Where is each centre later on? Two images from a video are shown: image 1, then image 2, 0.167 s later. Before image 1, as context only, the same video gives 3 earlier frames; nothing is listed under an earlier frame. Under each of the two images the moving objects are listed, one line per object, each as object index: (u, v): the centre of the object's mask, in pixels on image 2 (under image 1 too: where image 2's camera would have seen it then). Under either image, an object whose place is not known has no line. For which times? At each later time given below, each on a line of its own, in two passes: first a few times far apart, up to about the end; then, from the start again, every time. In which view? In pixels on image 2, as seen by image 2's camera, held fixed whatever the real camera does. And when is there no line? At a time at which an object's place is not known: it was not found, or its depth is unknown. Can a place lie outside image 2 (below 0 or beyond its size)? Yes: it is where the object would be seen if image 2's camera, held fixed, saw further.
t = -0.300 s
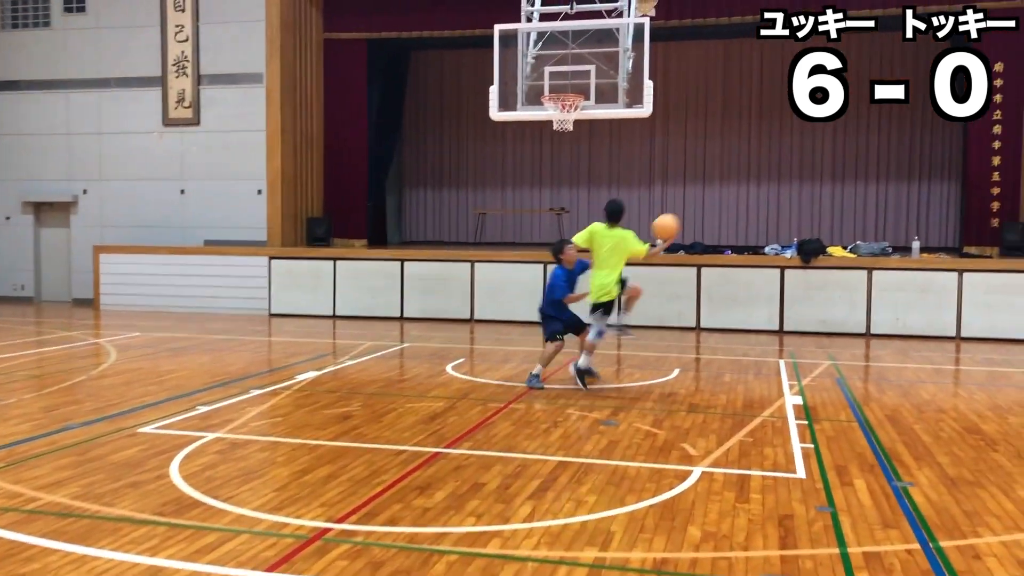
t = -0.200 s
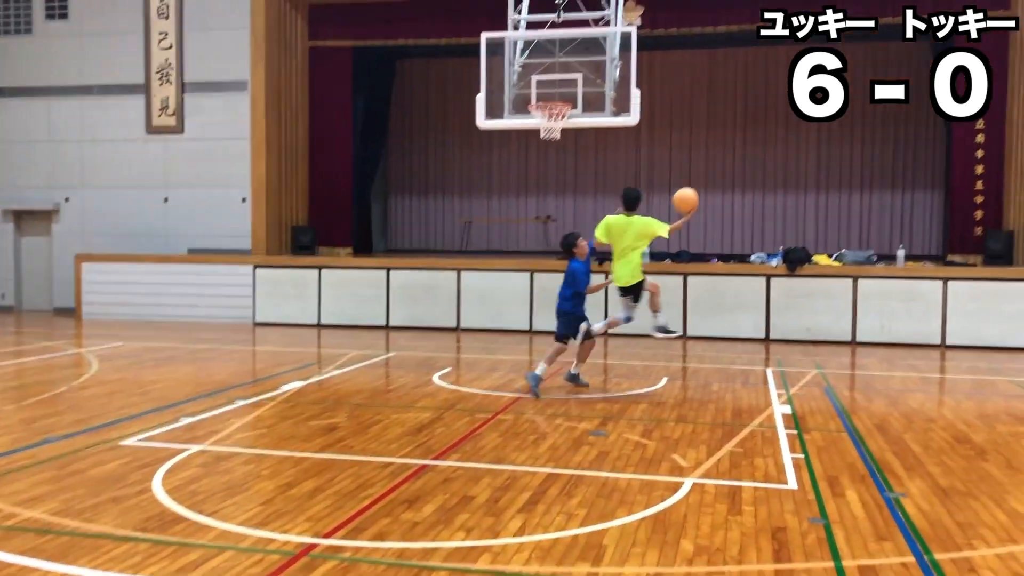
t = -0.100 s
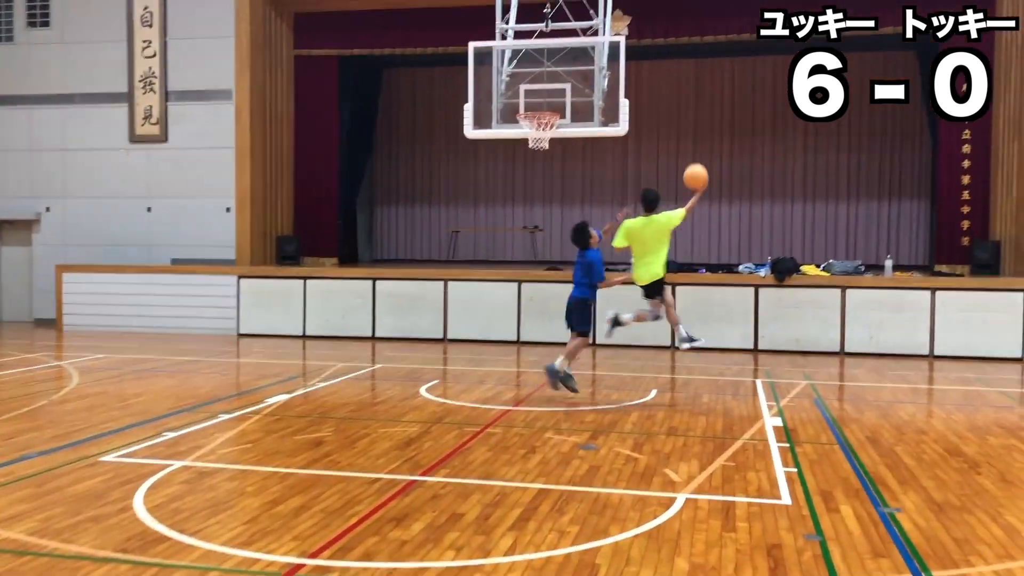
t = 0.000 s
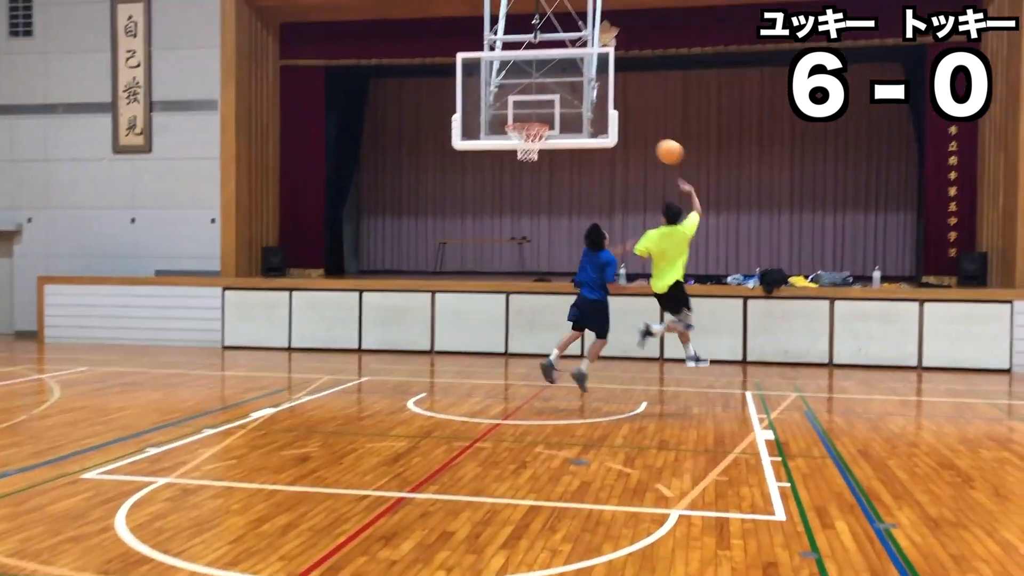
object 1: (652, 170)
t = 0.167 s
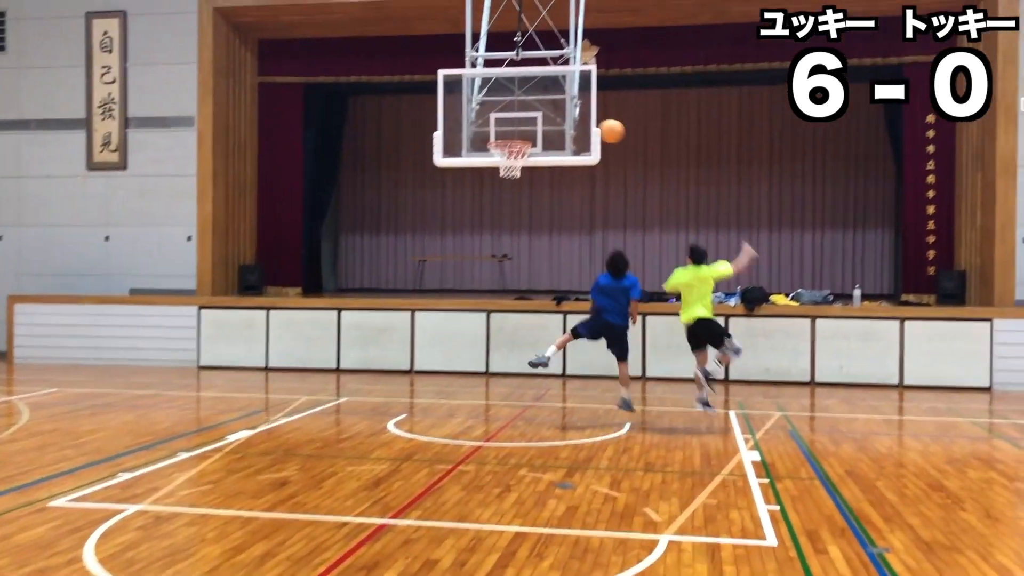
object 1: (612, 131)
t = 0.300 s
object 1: (581, 119)
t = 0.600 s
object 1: (532, 129)
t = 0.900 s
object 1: (547, 134)
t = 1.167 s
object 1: (566, 208)
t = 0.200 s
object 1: (605, 126)
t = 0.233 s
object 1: (596, 123)
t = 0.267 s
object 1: (588, 120)
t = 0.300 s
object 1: (581, 119)
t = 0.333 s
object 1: (573, 119)
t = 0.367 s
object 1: (566, 119)
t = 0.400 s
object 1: (558, 121)
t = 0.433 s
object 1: (552, 123)
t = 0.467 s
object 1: (544, 127)
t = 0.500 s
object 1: (537, 131)
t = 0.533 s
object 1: (531, 133)
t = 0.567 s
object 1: (530, 133)
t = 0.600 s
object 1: (532, 129)
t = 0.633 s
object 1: (533, 126)
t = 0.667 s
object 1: (535, 123)
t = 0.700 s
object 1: (537, 122)
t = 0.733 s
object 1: (538, 122)
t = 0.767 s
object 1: (540, 122)
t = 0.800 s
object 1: (542, 123)
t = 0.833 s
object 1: (543, 126)
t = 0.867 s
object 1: (545, 129)
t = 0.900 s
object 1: (547, 134)
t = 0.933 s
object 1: (550, 139)
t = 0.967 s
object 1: (550, 146)
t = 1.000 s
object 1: (552, 155)
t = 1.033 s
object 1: (554, 164)
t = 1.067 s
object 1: (566, 172)
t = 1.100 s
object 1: (560, 183)
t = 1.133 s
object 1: (563, 195)
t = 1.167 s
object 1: (566, 208)
